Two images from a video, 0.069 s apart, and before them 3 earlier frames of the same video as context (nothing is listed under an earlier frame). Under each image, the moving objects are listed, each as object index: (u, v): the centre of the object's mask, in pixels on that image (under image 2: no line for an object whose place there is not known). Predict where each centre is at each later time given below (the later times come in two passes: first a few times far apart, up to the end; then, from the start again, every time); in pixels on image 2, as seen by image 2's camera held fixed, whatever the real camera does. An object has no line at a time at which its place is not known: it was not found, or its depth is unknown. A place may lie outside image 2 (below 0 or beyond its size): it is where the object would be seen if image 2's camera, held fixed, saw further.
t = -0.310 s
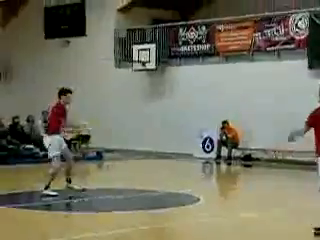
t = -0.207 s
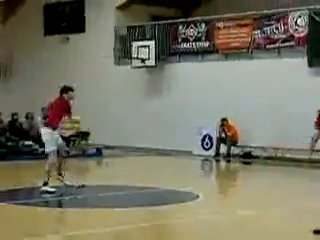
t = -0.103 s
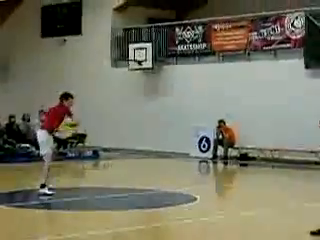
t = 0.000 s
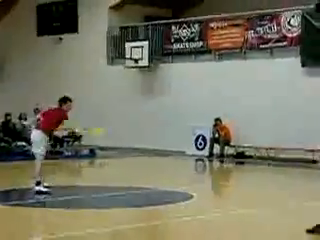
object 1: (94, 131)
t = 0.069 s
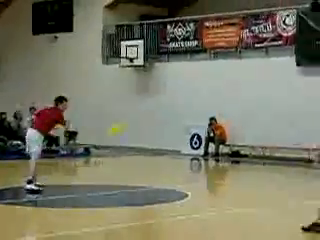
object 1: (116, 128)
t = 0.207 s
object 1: (163, 110)
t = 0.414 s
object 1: (233, 82)
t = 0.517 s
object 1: (266, 65)
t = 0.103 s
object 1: (128, 125)
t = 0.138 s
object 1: (138, 122)
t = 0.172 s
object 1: (152, 118)
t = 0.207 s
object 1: (163, 110)
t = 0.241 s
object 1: (176, 105)
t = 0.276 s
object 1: (186, 104)
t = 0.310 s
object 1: (197, 95)
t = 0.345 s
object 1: (210, 90)
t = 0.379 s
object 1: (221, 86)
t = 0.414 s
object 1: (233, 82)
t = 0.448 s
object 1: (243, 74)
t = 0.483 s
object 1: (252, 72)
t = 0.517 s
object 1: (266, 65)
